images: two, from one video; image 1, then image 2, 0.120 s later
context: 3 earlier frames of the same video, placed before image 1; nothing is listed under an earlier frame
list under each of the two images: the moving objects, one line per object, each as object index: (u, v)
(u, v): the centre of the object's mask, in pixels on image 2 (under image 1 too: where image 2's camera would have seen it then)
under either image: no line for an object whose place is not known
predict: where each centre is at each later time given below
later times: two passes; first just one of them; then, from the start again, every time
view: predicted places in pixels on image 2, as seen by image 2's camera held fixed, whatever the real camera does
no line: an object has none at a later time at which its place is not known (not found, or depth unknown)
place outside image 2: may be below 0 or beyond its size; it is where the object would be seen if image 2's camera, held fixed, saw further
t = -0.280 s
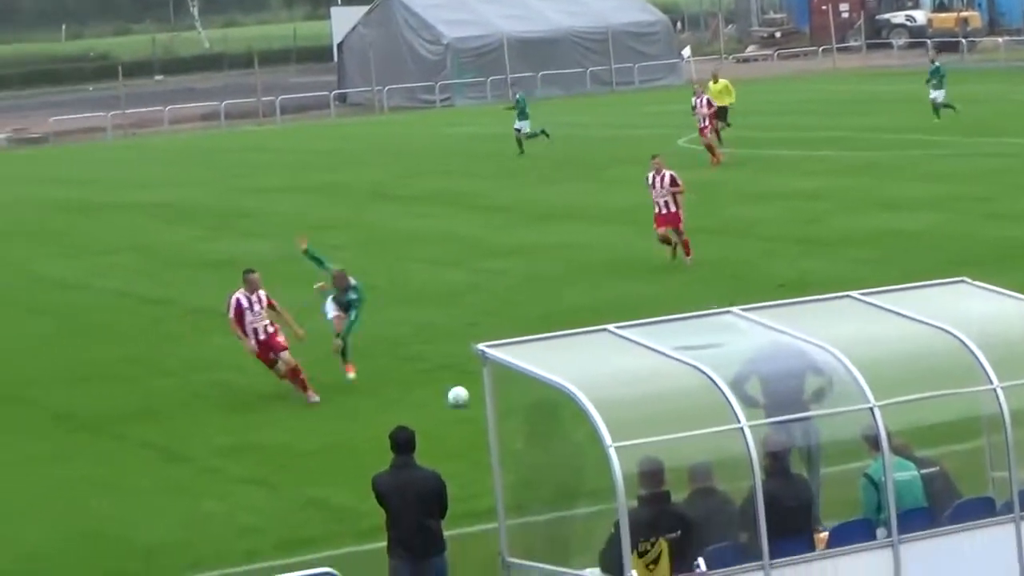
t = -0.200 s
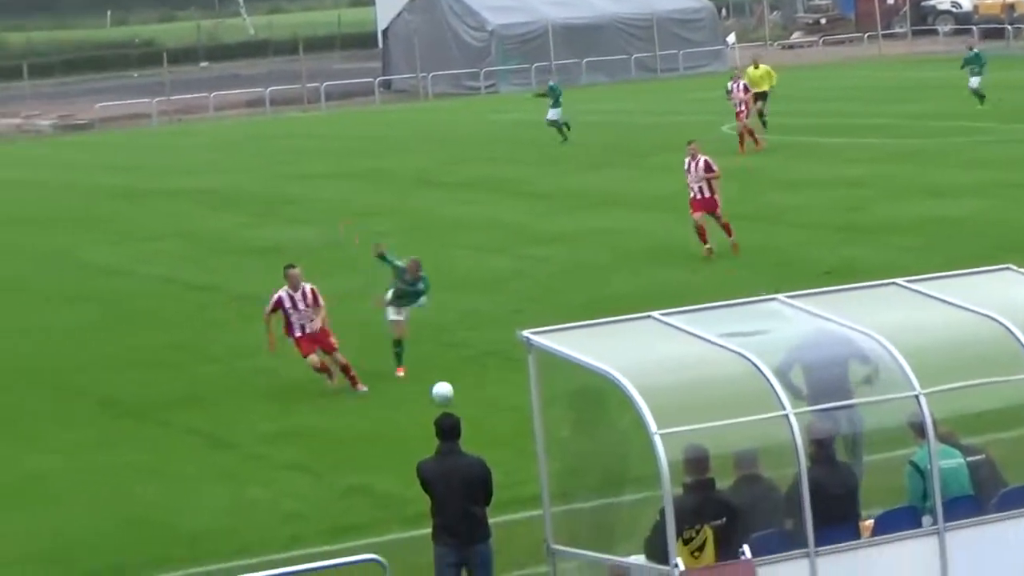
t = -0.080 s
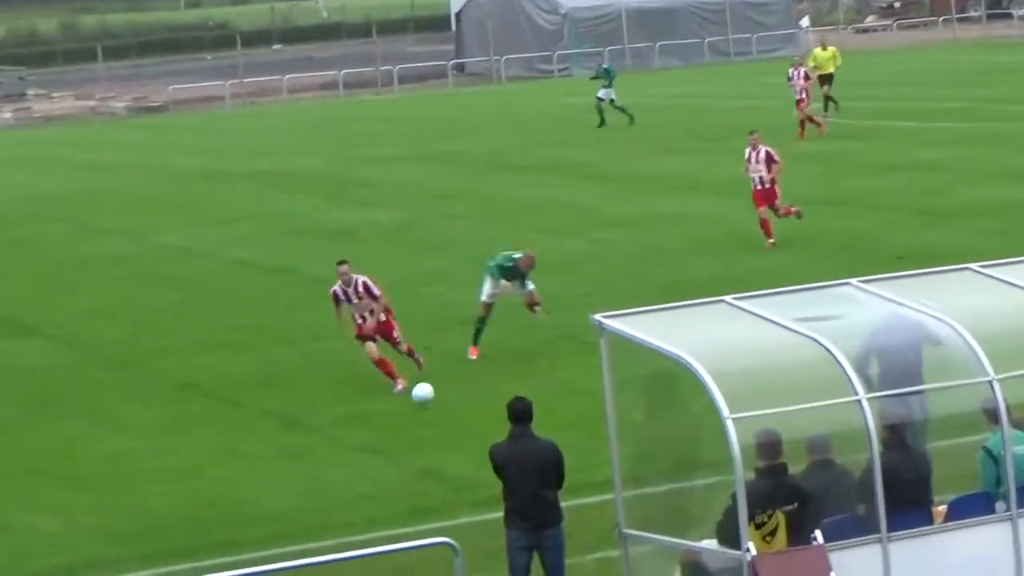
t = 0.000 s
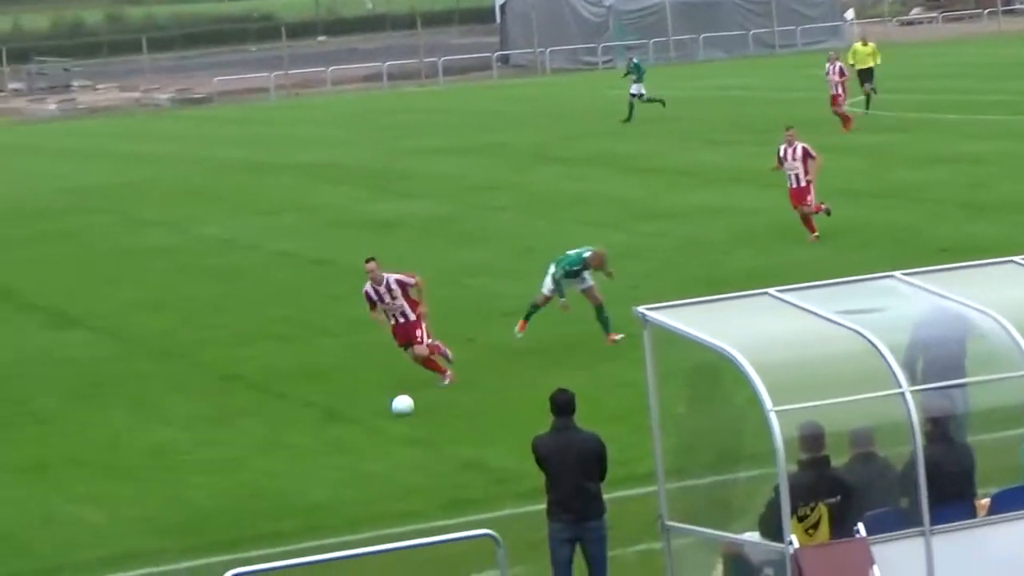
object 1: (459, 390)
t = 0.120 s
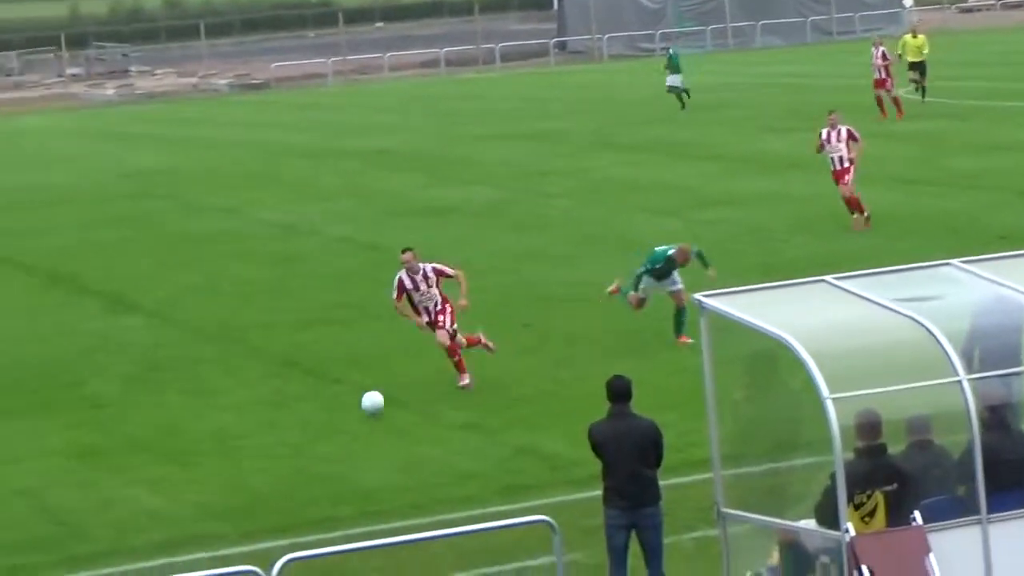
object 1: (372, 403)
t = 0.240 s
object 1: (283, 426)
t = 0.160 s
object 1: (343, 409)
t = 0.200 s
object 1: (313, 418)
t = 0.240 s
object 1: (283, 426)
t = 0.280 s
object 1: (256, 429)
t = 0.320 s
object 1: (228, 433)
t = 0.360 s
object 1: (201, 439)
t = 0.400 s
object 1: (172, 447)
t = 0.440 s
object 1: (144, 453)
